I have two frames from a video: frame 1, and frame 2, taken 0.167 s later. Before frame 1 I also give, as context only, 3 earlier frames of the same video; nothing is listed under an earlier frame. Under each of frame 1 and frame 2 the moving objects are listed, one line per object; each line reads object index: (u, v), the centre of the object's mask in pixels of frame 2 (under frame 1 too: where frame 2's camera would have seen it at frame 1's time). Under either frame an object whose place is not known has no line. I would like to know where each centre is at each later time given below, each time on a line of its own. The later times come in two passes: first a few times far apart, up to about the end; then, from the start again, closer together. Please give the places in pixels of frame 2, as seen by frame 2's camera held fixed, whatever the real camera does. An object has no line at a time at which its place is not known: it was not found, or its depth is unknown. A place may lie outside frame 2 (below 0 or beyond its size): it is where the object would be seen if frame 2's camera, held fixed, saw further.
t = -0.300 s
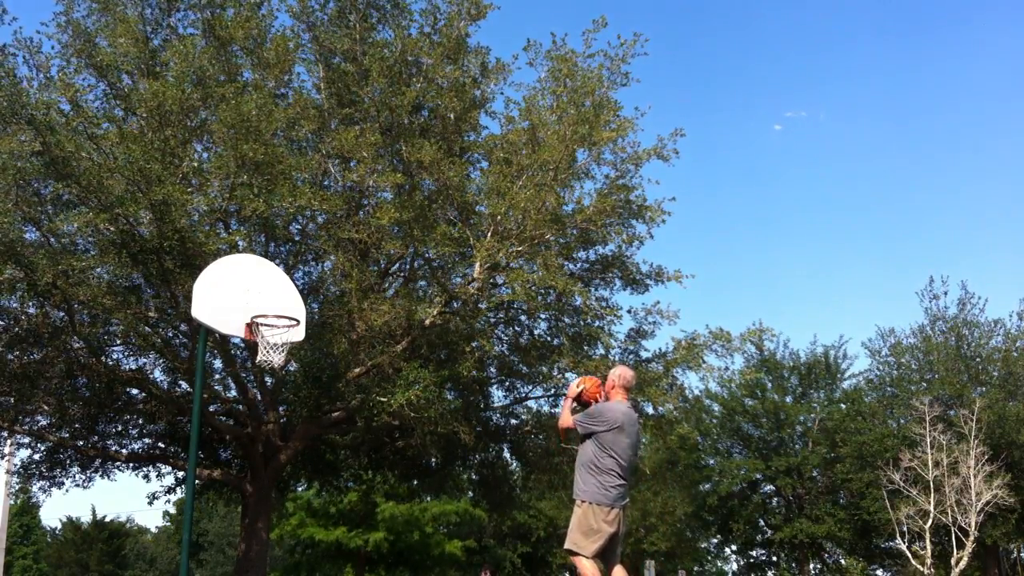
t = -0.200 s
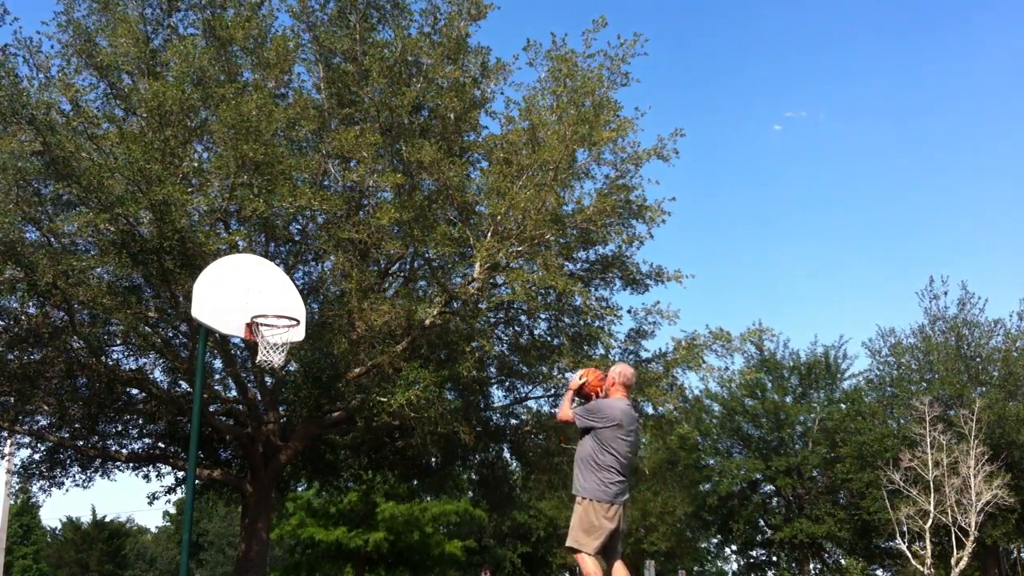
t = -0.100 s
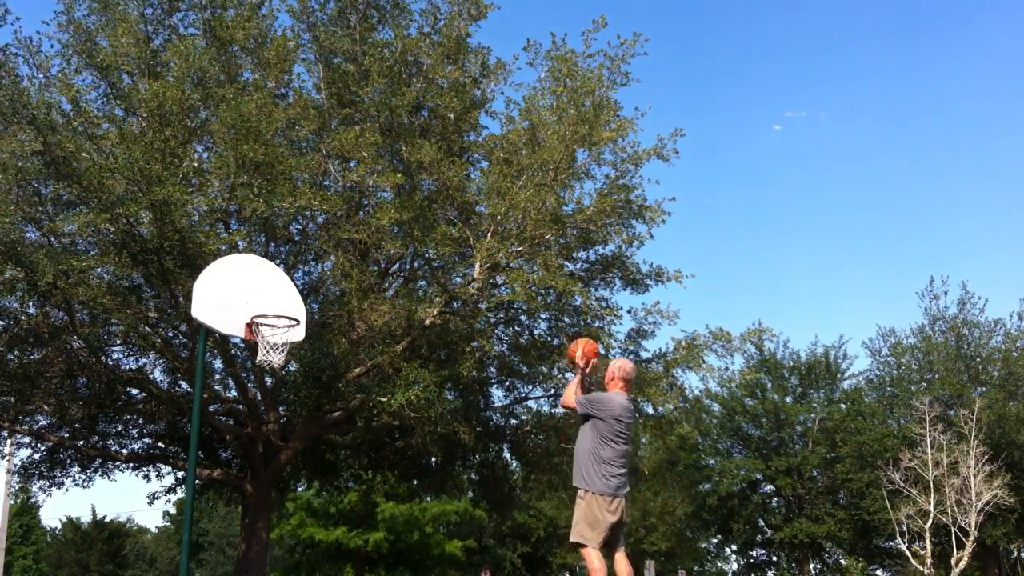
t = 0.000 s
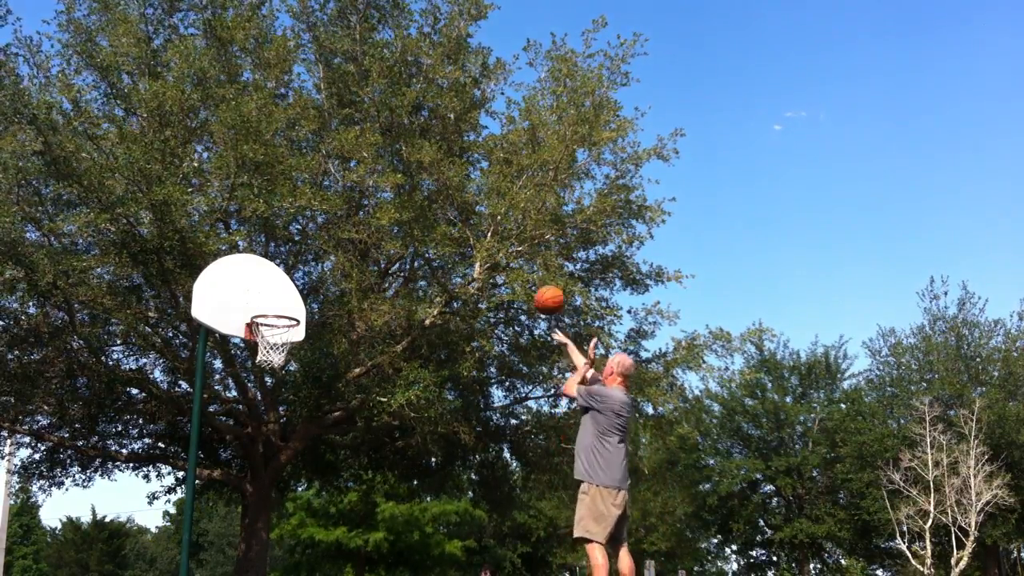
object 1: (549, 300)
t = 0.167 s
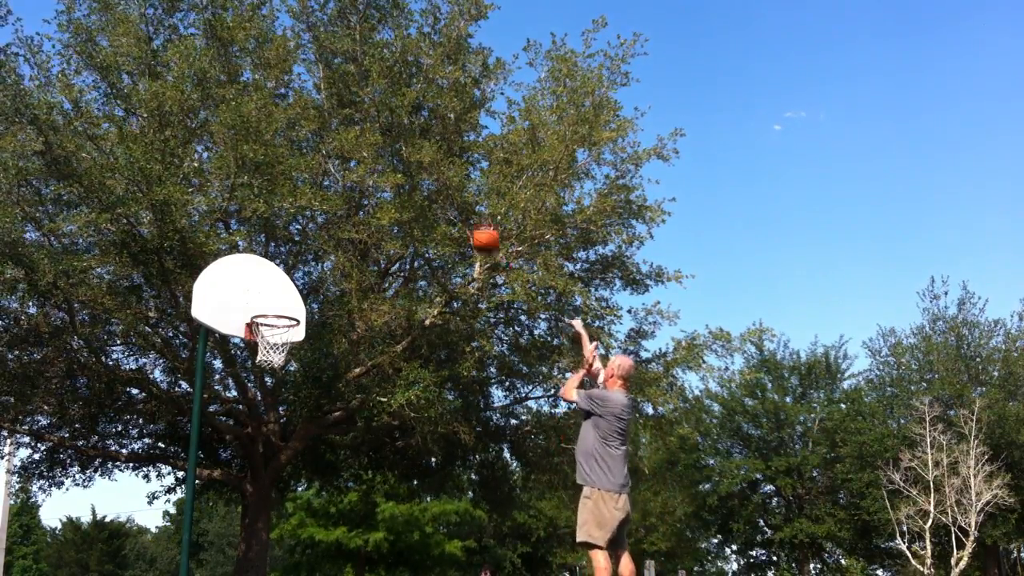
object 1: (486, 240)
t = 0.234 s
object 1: (462, 225)
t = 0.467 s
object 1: (388, 215)
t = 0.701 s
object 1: (323, 257)
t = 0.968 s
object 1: (270, 308)
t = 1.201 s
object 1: (278, 294)
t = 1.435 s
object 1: (303, 307)
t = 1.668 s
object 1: (326, 320)
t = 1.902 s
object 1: (351, 389)
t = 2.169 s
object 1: (377, 548)
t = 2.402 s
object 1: (398, 549)
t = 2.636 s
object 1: (417, 468)
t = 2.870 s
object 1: (435, 448)
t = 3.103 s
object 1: (453, 486)
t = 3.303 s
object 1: (470, 569)
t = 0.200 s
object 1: (473, 231)
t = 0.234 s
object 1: (462, 225)
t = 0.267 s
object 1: (450, 219)
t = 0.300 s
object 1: (440, 216)
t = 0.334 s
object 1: (429, 214)
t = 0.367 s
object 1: (418, 212)
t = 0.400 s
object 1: (408, 212)
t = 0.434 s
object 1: (398, 212)
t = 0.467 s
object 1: (388, 215)
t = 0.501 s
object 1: (379, 217)
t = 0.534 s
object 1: (369, 222)
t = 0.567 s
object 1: (359, 227)
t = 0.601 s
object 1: (350, 232)
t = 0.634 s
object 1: (341, 240)
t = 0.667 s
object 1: (332, 248)
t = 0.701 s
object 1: (323, 257)
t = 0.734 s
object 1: (314, 268)
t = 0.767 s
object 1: (307, 280)
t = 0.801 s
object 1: (297, 291)
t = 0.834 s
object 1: (287, 304)
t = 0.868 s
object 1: (282, 306)
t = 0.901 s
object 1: (278, 305)
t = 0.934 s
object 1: (274, 306)
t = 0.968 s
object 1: (270, 308)
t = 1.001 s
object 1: (266, 312)
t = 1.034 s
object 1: (263, 308)
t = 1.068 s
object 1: (263, 306)
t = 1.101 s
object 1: (267, 301)
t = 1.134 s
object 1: (271, 297)
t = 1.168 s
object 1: (274, 295)
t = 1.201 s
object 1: (278, 294)
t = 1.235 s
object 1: (282, 293)
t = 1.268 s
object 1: (285, 293)
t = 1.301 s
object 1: (289, 295)
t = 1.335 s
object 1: (293, 297)
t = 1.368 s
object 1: (296, 301)
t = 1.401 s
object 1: (299, 306)
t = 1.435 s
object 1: (303, 307)
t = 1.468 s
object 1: (307, 306)
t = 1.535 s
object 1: (313, 306)
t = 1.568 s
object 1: (317, 308)
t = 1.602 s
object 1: (320, 310)
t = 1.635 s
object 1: (323, 315)
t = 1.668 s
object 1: (326, 320)
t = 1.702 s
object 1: (331, 327)
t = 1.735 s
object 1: (334, 334)
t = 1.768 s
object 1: (337, 343)
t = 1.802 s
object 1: (340, 352)
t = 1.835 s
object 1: (344, 363)
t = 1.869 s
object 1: (348, 375)
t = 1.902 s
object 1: (351, 389)
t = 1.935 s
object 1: (354, 404)
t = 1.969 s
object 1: (358, 421)
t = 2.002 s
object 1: (361, 438)
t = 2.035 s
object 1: (364, 457)
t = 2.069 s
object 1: (367, 477)
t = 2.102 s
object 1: (370, 498)
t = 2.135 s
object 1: (373, 523)
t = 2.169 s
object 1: (377, 548)
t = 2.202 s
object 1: (381, 569)
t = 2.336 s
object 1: (394, 572)
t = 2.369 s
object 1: (396, 563)
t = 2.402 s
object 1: (398, 549)
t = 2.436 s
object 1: (401, 532)
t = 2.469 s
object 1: (404, 519)
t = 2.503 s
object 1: (407, 507)
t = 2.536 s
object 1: (410, 496)
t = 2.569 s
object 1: (412, 486)
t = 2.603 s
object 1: (415, 476)
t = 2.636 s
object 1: (417, 468)
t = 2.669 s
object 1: (421, 462)
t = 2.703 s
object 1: (423, 457)
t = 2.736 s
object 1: (425, 453)
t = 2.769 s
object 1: (428, 449)
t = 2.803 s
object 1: (430, 448)
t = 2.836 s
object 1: (433, 448)
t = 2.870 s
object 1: (435, 448)
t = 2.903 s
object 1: (438, 449)
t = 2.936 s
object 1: (440, 452)
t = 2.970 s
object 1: (442, 456)
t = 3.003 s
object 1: (445, 462)
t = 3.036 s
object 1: (448, 468)
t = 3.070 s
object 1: (451, 476)
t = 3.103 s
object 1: (453, 486)
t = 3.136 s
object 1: (456, 498)
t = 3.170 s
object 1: (459, 510)
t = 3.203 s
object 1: (461, 524)
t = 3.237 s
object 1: (464, 539)
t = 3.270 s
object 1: (467, 556)
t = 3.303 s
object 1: (470, 569)
